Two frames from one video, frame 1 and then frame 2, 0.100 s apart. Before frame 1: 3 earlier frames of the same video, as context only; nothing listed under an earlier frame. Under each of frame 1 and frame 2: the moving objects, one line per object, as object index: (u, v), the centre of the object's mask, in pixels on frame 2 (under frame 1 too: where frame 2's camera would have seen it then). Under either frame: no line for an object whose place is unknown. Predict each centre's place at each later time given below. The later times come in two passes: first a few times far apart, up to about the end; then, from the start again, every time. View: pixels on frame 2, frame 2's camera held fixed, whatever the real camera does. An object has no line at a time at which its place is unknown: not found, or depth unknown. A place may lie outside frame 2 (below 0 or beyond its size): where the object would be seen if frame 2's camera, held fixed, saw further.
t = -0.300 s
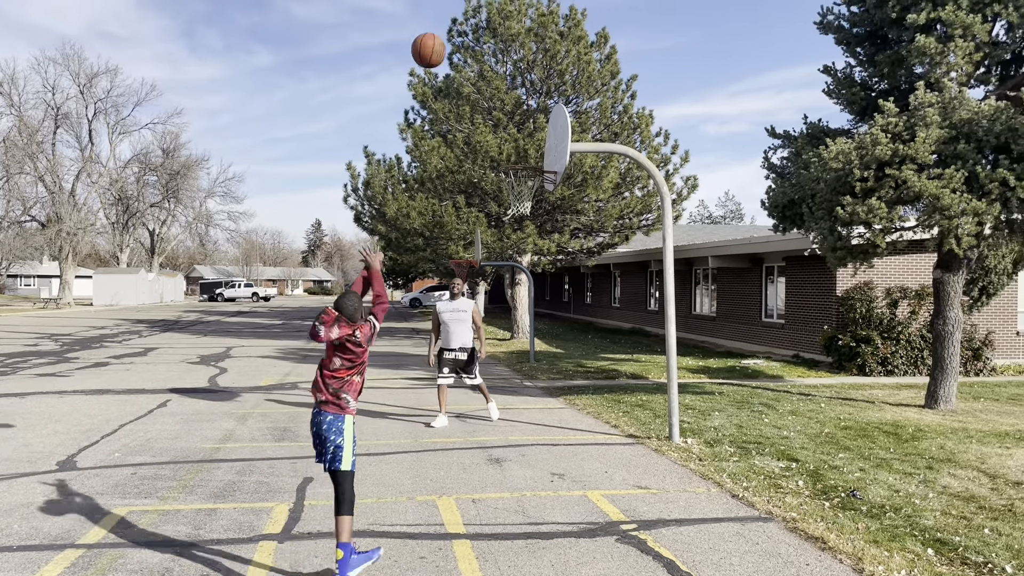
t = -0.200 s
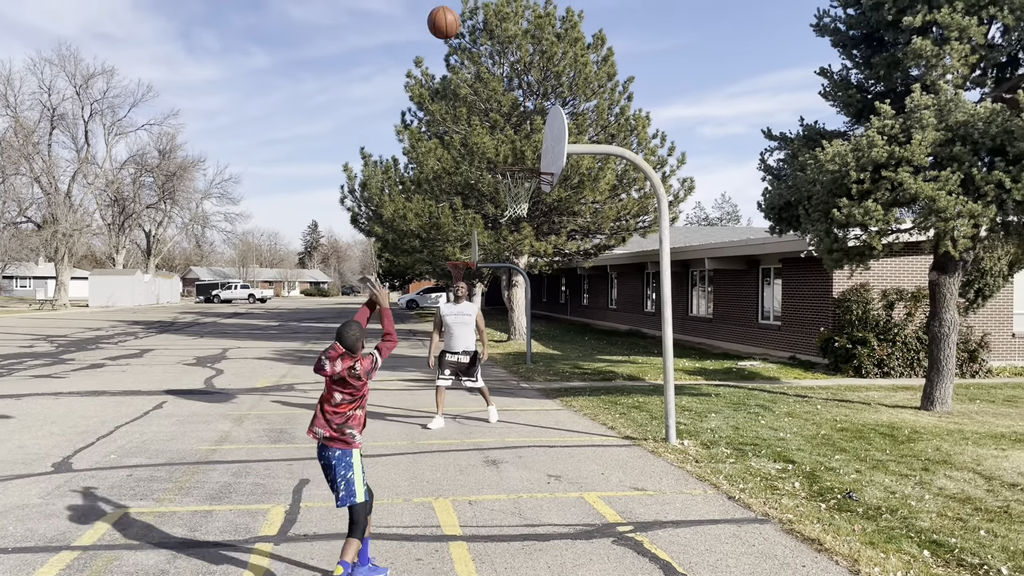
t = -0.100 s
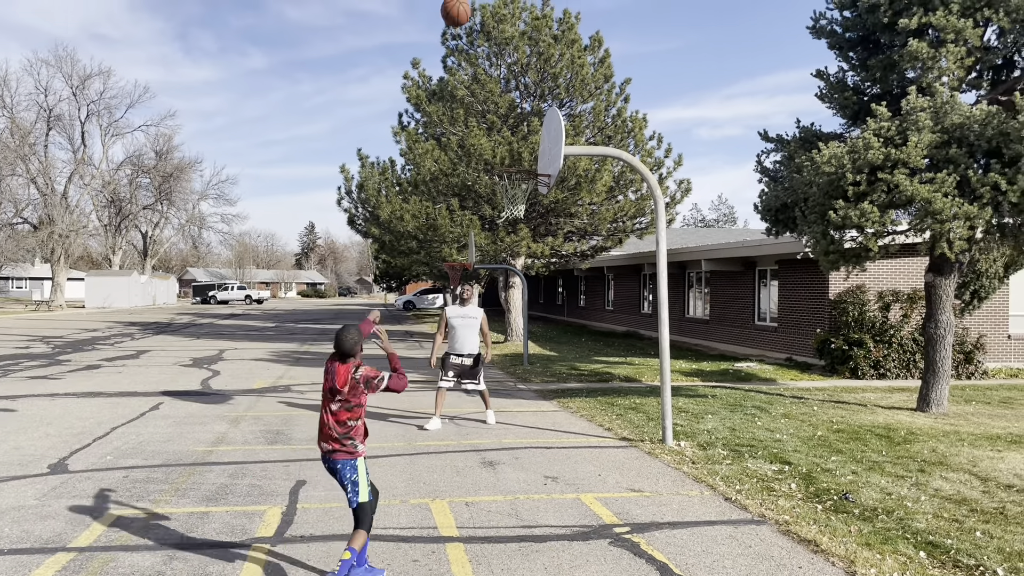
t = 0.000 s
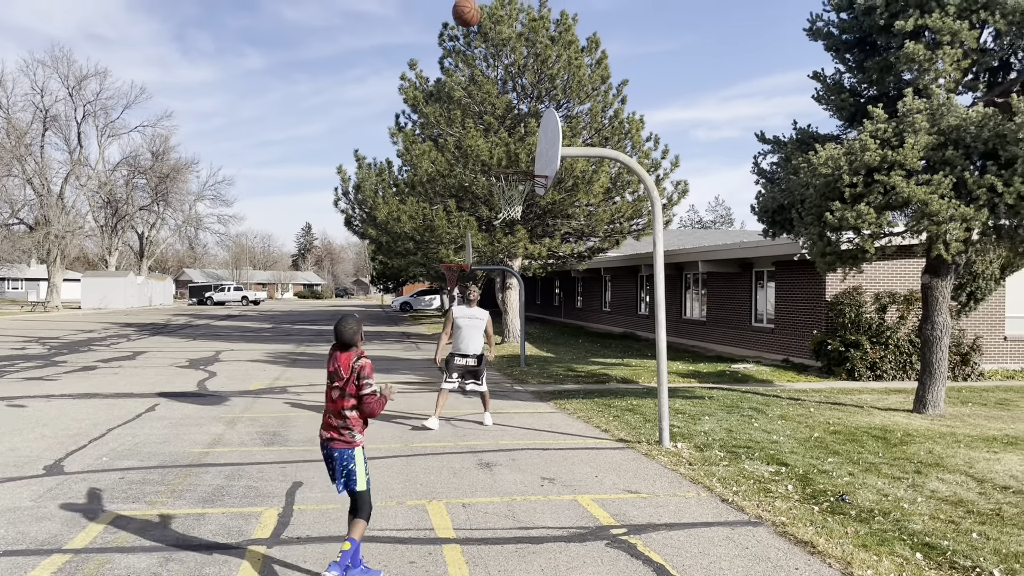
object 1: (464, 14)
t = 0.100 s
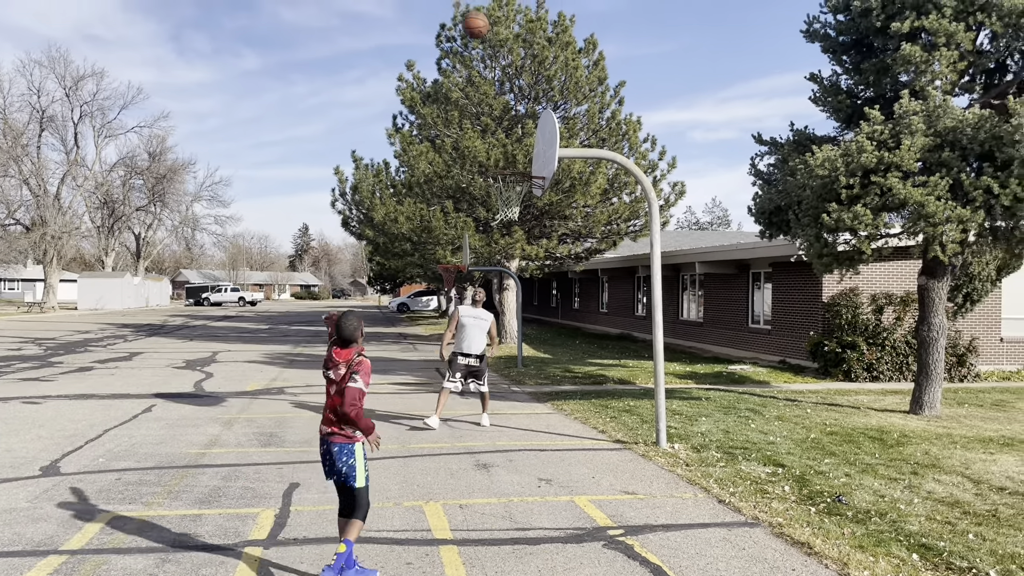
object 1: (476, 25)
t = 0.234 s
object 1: (488, 55)
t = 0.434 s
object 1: (502, 124)
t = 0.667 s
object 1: (512, 188)
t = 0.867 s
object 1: (497, 212)
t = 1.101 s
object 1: (493, 257)
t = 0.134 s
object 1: (479, 31)
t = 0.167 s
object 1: (482, 38)
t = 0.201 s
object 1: (485, 46)
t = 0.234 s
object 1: (488, 55)
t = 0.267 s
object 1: (490, 65)
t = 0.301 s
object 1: (493, 75)
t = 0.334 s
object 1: (495, 86)
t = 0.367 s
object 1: (498, 98)
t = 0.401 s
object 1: (500, 110)
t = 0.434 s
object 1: (502, 124)
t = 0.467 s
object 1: (504, 137)
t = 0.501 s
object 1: (506, 151)
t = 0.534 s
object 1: (508, 164)
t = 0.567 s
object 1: (515, 179)
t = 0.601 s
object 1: (519, 180)
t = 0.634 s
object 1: (514, 184)
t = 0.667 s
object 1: (512, 188)
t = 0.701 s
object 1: (509, 188)
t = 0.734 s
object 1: (504, 192)
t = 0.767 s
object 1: (502, 194)
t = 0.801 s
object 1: (499, 198)
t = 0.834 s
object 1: (497, 210)
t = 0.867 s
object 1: (497, 212)
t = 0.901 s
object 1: (496, 214)
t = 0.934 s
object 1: (495, 217)
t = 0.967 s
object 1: (495, 223)
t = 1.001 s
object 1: (494, 230)
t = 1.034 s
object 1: (494, 239)
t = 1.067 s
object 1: (493, 248)
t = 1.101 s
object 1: (493, 257)
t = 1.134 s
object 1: (491, 268)
